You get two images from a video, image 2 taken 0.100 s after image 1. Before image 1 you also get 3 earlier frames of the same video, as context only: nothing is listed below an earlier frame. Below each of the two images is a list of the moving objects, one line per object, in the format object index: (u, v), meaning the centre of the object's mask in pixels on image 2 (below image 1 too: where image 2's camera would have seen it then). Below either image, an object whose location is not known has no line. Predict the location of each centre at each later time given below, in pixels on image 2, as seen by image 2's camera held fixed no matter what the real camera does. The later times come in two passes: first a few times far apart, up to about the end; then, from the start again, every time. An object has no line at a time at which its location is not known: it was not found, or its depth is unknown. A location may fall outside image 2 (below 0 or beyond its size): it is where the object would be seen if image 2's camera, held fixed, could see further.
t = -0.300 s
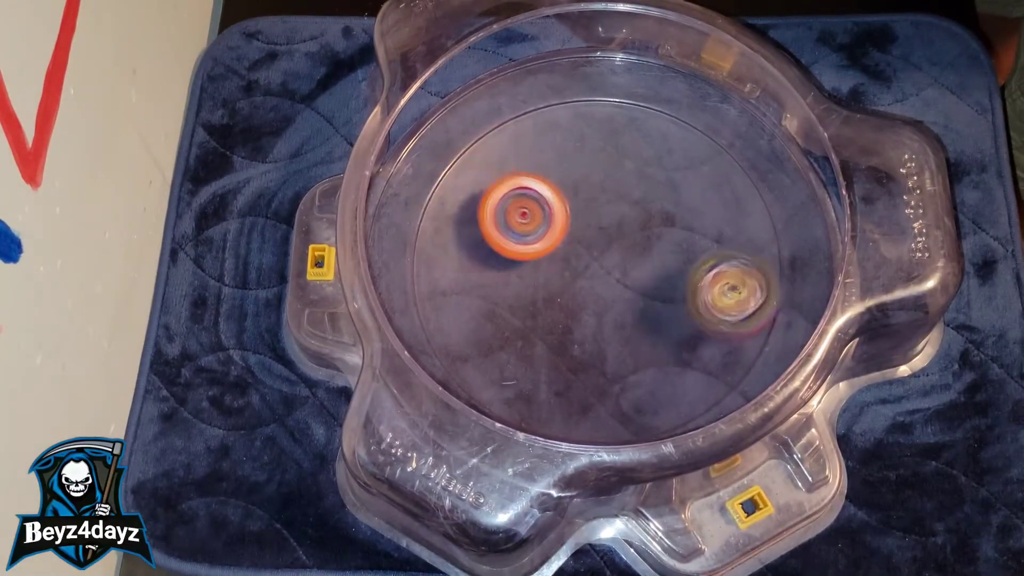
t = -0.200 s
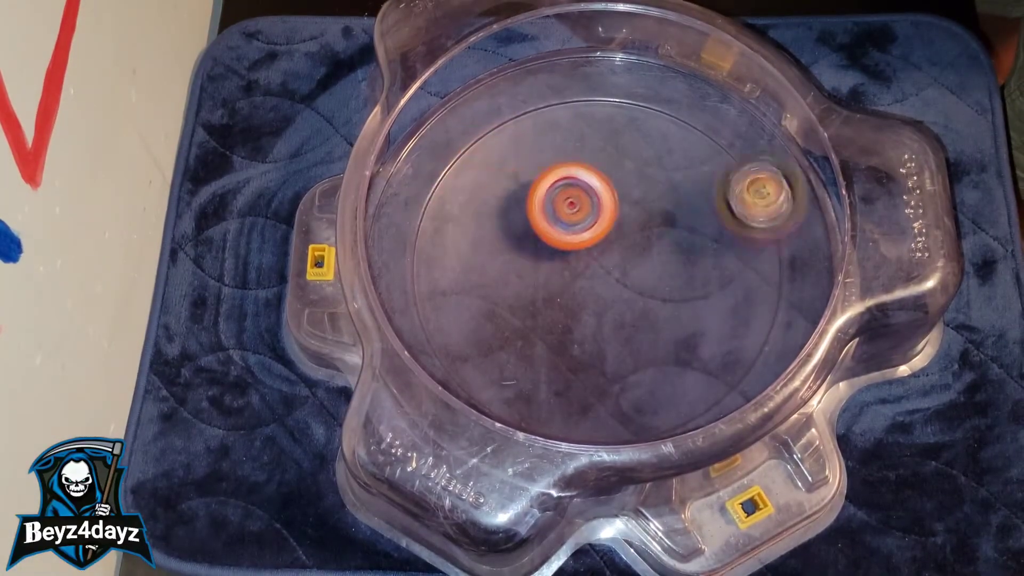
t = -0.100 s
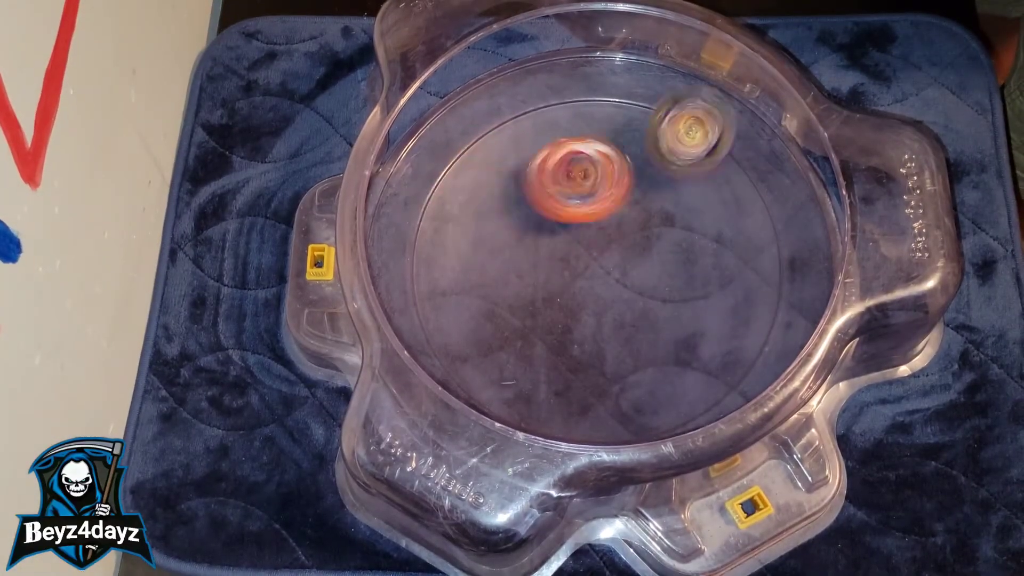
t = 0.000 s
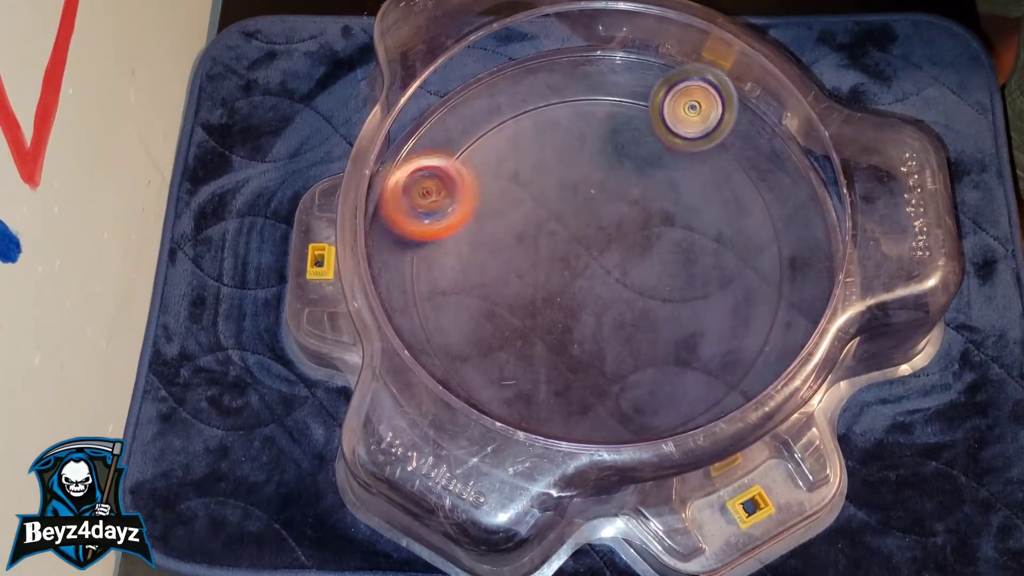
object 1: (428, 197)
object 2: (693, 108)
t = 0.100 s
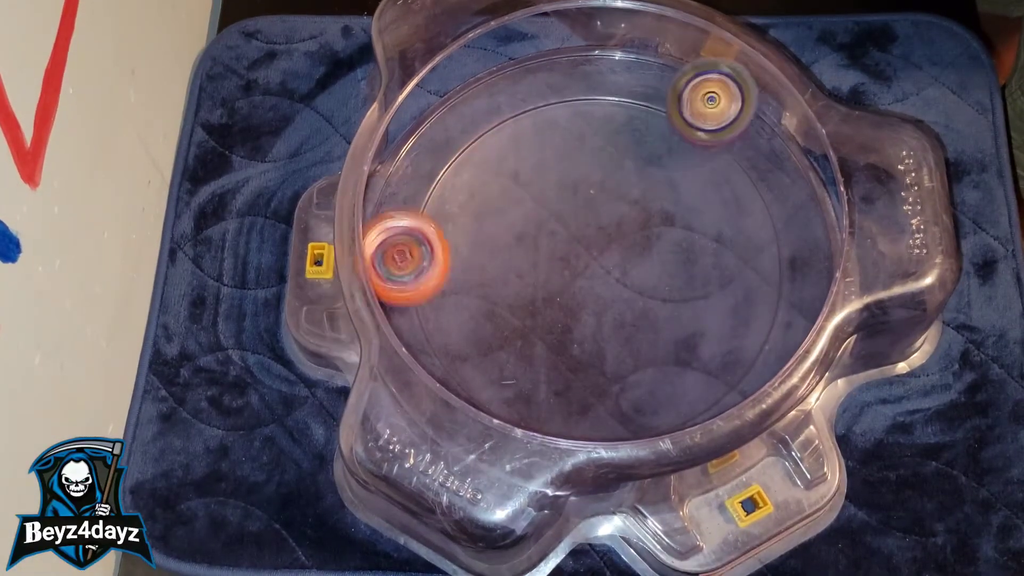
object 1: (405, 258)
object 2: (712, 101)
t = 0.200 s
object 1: (467, 332)
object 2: (724, 108)
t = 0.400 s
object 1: (670, 367)
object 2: (704, 146)
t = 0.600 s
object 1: (770, 232)
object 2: (669, 276)
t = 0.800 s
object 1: (644, 98)
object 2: (753, 293)
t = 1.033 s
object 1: (401, 213)
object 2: (688, 272)
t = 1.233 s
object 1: (451, 399)
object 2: (628, 360)
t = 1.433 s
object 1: (588, 445)
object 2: (681, 383)
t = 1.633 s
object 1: (596, 403)
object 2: (641, 226)
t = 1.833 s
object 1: (613, 308)
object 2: (434, 242)
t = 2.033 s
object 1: (571, 224)
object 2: (485, 364)
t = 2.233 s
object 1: (513, 206)
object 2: (698, 338)
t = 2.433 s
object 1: (472, 235)
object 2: (714, 120)
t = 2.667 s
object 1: (524, 276)
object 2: (442, 107)
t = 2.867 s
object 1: (613, 233)
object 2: (532, 319)
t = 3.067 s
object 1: (638, 182)
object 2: (736, 370)
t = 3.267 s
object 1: (609, 150)
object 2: (809, 224)
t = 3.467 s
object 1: (572, 195)
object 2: (668, 169)
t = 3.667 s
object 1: (414, 326)
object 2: (652, 186)
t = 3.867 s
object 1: (570, 381)
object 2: (626, 277)
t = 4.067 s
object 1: (628, 399)
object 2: (689, 246)
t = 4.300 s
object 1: (674, 333)
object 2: (634, 188)
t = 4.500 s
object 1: (650, 267)
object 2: (531, 231)
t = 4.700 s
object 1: (652, 248)
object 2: (434, 291)
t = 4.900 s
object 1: (588, 237)
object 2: (504, 357)
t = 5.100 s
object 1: (545, 228)
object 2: (636, 328)
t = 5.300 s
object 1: (517, 228)
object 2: (682, 230)
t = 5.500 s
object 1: (547, 252)
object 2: (592, 156)
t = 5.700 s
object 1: (601, 240)
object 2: (493, 219)
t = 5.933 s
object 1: (631, 205)
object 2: (551, 340)
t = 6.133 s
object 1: (616, 201)
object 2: (678, 316)
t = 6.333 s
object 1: (600, 244)
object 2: (685, 203)
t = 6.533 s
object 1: (619, 286)
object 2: (574, 158)
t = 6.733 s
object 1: (646, 291)
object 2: (486, 235)
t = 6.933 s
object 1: (622, 263)
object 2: (533, 339)
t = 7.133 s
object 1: (571, 260)
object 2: (654, 332)
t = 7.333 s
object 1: (539, 276)
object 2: (689, 225)
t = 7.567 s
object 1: (555, 287)
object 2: (581, 154)
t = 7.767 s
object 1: (585, 250)
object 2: (490, 216)
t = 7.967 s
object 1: (584, 212)
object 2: (519, 319)
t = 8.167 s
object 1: (567, 202)
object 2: (638, 338)
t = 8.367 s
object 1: (574, 234)
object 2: (699, 248)
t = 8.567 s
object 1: (613, 258)
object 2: (633, 166)
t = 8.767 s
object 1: (645, 255)
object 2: (527, 183)
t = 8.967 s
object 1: (636, 240)
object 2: (493, 279)
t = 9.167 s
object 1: (593, 255)
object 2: (574, 348)
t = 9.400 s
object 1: (564, 245)
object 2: (690, 350)
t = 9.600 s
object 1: (553, 255)
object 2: (696, 260)
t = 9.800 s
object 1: (556, 271)
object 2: (633, 170)
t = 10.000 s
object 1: (544, 290)
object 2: (582, 107)
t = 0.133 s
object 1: (418, 284)
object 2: (721, 100)
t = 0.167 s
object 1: (439, 310)
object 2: (723, 103)
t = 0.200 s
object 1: (467, 332)
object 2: (724, 108)
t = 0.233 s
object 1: (497, 352)
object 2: (726, 114)
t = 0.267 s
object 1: (531, 366)
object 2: (727, 120)
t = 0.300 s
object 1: (566, 376)
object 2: (727, 126)
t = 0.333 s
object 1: (603, 378)
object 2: (726, 133)
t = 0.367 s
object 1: (636, 376)
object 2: (717, 139)
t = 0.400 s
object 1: (670, 367)
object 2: (704, 146)
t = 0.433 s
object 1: (699, 353)
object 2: (686, 160)
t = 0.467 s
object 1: (724, 335)
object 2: (670, 181)
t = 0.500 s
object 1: (744, 313)
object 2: (659, 204)
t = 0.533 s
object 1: (759, 286)
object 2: (656, 229)
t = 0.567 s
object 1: (767, 260)
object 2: (660, 254)
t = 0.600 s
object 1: (770, 232)
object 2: (669, 276)
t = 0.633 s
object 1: (766, 205)
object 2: (686, 297)
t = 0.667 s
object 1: (756, 177)
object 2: (706, 312)
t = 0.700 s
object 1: (740, 149)
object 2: (733, 319)
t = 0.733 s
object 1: (713, 128)
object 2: (758, 317)
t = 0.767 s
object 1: (681, 110)
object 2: (760, 306)
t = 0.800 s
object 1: (644, 98)
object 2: (753, 293)
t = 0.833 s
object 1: (602, 92)
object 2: (752, 286)
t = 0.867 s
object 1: (560, 93)
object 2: (749, 280)
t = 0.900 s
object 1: (517, 104)
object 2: (744, 275)
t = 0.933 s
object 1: (476, 121)
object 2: (737, 271)
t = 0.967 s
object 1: (442, 148)
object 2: (723, 267)
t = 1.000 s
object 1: (416, 180)
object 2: (707, 267)
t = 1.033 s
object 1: (401, 213)
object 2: (688, 272)
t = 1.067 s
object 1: (396, 248)
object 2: (669, 279)
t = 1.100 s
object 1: (399, 284)
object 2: (651, 294)
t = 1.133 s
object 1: (407, 317)
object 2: (638, 311)
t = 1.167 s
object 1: (419, 347)
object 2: (629, 330)
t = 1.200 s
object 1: (434, 375)
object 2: (627, 345)
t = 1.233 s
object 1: (451, 399)
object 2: (628, 360)
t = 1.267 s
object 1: (471, 422)
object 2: (633, 375)
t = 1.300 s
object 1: (492, 441)
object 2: (642, 387)
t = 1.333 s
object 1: (520, 452)
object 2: (652, 392)
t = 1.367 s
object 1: (552, 455)
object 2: (659, 392)
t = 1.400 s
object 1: (581, 449)
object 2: (663, 391)
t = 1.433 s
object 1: (588, 445)
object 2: (681, 383)
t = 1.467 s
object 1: (586, 443)
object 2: (700, 357)
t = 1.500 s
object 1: (586, 438)
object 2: (709, 332)
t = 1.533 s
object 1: (587, 432)
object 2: (707, 298)
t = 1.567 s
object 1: (590, 425)
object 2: (691, 268)
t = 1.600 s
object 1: (593, 410)
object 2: (669, 247)
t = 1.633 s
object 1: (596, 403)
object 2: (641, 226)
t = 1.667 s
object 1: (601, 392)
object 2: (607, 215)
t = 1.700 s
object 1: (606, 376)
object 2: (569, 209)
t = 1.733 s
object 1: (610, 359)
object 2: (533, 212)
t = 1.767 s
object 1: (613, 343)
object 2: (496, 216)
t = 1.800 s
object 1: (614, 325)
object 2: (461, 228)
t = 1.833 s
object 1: (613, 308)
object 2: (434, 242)
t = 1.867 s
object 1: (609, 290)
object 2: (412, 258)
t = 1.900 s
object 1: (604, 274)
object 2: (419, 279)
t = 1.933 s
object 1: (597, 259)
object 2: (431, 300)
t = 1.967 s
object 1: (589, 245)
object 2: (445, 322)
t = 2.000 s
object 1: (581, 234)
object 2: (462, 341)
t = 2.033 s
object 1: (571, 224)
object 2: (485, 364)
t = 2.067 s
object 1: (562, 216)
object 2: (515, 383)
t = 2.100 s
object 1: (552, 210)
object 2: (550, 393)
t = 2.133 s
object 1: (543, 207)
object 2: (590, 398)
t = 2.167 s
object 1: (532, 205)
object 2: (630, 387)
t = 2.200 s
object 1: (523, 205)
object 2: (667, 365)
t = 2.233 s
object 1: (513, 206)
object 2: (698, 338)
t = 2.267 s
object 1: (503, 209)
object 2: (720, 303)
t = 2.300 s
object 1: (495, 213)
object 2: (739, 265)
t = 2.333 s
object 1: (488, 218)
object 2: (745, 224)
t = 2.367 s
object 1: (481, 223)
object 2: (744, 187)
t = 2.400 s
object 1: (476, 229)
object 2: (736, 152)
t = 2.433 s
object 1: (472, 235)
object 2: (714, 120)
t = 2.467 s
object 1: (469, 242)
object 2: (683, 101)
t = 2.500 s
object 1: (469, 250)
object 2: (649, 81)
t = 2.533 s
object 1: (471, 259)
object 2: (613, 67)
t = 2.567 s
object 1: (479, 267)
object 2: (567, 66)
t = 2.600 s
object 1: (492, 273)
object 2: (526, 74)
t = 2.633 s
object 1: (508, 276)
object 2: (481, 89)
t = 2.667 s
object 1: (524, 276)
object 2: (442, 107)
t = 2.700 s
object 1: (542, 274)
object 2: (429, 130)
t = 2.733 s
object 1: (559, 269)
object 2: (440, 169)
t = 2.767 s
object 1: (575, 262)
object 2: (457, 210)
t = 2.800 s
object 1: (589, 253)
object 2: (477, 251)
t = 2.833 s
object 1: (602, 243)
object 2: (502, 288)
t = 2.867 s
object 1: (613, 233)
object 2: (532, 319)
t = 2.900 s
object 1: (623, 224)
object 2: (566, 347)
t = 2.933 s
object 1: (630, 215)
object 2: (603, 368)
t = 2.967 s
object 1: (635, 207)
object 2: (642, 383)
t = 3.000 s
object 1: (638, 198)
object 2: (679, 388)
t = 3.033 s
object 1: (639, 189)
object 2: (714, 381)
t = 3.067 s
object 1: (638, 182)
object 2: (736, 370)
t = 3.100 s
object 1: (634, 175)
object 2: (759, 352)
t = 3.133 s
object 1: (630, 168)
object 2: (774, 329)
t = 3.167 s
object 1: (626, 163)
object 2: (787, 304)
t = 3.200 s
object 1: (621, 158)
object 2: (798, 280)
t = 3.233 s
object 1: (615, 153)
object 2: (807, 254)
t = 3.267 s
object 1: (609, 150)
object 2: (809, 224)
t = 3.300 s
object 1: (600, 148)
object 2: (806, 191)
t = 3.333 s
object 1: (591, 150)
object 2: (797, 171)
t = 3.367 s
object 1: (583, 157)
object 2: (774, 166)
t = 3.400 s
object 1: (576, 167)
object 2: (745, 165)
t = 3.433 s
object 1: (573, 180)
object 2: (710, 168)
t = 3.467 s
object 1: (572, 195)
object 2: (668, 169)
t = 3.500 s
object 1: (537, 216)
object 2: (663, 169)
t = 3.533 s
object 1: (485, 242)
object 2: (672, 168)
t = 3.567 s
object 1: (437, 266)
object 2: (670, 170)
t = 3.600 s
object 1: (411, 284)
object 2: (665, 174)
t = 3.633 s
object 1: (395, 308)
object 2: (659, 178)
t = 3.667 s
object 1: (414, 326)
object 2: (652, 186)
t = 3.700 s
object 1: (435, 342)
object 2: (643, 198)
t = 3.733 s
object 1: (460, 357)
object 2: (636, 213)
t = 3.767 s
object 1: (488, 367)
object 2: (630, 229)
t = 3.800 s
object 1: (515, 377)
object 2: (626, 243)
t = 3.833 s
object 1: (543, 382)
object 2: (625, 260)
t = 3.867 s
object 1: (570, 381)
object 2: (626, 277)
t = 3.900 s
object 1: (595, 378)
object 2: (629, 291)
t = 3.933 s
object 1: (605, 387)
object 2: (643, 291)
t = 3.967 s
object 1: (610, 396)
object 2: (662, 280)
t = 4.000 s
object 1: (615, 400)
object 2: (674, 269)
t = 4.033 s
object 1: (621, 400)
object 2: (684, 258)
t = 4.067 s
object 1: (628, 399)
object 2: (689, 246)
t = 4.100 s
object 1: (636, 396)
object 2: (691, 233)
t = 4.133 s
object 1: (645, 391)
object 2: (689, 221)
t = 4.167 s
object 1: (654, 384)
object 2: (685, 209)
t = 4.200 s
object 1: (662, 374)
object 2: (676, 199)
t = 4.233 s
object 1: (669, 362)
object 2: (665, 192)
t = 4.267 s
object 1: (673, 348)
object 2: (650, 188)
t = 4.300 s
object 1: (674, 333)
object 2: (634, 188)
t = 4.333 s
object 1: (672, 318)
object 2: (618, 190)
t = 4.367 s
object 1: (666, 303)
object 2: (601, 196)
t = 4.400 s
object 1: (659, 288)
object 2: (585, 205)
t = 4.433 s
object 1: (650, 275)
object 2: (571, 215)
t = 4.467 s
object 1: (641, 264)
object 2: (559, 229)
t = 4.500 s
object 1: (650, 267)
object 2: (531, 231)
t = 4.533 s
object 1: (658, 270)
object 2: (505, 233)
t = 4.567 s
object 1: (661, 270)
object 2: (483, 238)
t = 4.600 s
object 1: (662, 268)
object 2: (461, 250)
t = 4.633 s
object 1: (661, 263)
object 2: (449, 263)
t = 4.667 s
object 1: (658, 255)
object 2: (440, 275)
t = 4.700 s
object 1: (652, 248)
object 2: (434, 291)
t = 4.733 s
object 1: (644, 241)
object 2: (433, 306)
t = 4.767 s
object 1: (634, 236)
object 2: (440, 323)
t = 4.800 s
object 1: (623, 233)
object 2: (451, 335)
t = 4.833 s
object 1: (611, 233)
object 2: (464, 344)
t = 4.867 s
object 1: (599, 234)
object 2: (482, 353)
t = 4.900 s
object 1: (588, 237)
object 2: (504, 357)
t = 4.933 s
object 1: (577, 241)
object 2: (527, 356)
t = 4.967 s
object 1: (567, 247)
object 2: (553, 349)
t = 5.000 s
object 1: (559, 252)
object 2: (574, 340)
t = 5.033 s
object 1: (554, 242)
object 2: (595, 340)
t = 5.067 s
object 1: (550, 234)
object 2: (617, 337)
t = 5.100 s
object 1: (545, 228)
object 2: (636, 328)
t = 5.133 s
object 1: (540, 225)
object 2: (655, 316)
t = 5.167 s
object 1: (534, 223)
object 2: (669, 303)
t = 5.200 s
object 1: (528, 223)
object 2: (678, 285)
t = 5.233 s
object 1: (524, 224)
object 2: (685, 265)
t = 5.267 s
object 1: (520, 225)
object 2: (685, 245)
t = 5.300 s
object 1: (517, 228)
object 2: (682, 230)
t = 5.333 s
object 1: (516, 232)
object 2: (677, 209)
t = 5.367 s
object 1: (518, 237)
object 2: (664, 192)
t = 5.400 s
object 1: (523, 242)
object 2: (649, 177)
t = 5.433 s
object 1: (529, 247)
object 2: (631, 167)
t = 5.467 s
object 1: (537, 250)
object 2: (614, 160)
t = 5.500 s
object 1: (547, 252)
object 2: (592, 156)
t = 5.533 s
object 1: (557, 253)
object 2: (571, 157)
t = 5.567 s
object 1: (565, 252)
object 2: (550, 162)
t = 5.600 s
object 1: (575, 251)
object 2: (532, 173)
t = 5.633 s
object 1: (585, 248)
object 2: (516, 186)
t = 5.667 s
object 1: (594, 244)
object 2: (500, 202)
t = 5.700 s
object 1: (601, 240)
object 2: (493, 219)
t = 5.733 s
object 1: (608, 235)
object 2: (488, 240)
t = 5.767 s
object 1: (615, 230)
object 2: (488, 258)
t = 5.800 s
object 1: (620, 225)
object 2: (492, 280)
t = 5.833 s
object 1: (623, 220)
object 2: (503, 300)
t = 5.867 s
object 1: (627, 215)
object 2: (516, 315)
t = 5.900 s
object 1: (630, 210)
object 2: (531, 330)
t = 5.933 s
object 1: (631, 205)
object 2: (551, 340)
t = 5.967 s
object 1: (631, 201)
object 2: (575, 346)
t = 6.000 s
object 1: (630, 198)
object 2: (597, 349)
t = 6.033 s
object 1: (627, 197)
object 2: (618, 348)
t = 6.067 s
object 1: (624, 196)
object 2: (640, 340)
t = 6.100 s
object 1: (620, 198)
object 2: (662, 329)
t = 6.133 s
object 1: (616, 201)
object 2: (678, 316)
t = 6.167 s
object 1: (611, 205)
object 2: (691, 299)
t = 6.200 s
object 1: (607, 211)
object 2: (698, 279)
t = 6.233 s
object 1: (603, 218)
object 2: (702, 261)
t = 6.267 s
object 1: (601, 227)
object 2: (702, 242)
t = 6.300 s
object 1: (600, 236)
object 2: (696, 221)
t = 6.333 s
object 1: (600, 244)
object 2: (685, 203)
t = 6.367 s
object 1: (601, 253)
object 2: (673, 188)
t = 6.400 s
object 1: (604, 261)
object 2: (657, 174)
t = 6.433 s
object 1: (607, 268)
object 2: (637, 164)
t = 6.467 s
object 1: (609, 275)
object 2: (616, 159)
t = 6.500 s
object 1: (614, 281)
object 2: (597, 158)
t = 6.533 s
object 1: (619, 286)
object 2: (574, 158)
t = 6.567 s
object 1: (624, 290)
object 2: (553, 165)
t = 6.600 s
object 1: (629, 293)
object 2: (534, 174)
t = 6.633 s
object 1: (635, 294)
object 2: (519, 186)
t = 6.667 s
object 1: (638, 295)
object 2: (502, 202)
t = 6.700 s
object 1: (643, 294)
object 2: (492, 216)
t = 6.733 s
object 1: (646, 291)
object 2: (486, 235)
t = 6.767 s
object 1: (648, 287)
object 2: (484, 255)
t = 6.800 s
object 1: (647, 282)
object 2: (486, 278)
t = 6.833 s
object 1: (643, 276)
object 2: (494, 296)
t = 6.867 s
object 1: (637, 271)
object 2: (502, 312)
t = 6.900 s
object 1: (630, 267)
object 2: (516, 328)
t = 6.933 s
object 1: (622, 263)
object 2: (533, 339)
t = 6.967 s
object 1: (614, 261)
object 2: (554, 348)
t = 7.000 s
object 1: (605, 259)
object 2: (575, 353)
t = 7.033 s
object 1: (596, 259)
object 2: (596, 354)
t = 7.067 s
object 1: (587, 258)
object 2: (616, 351)
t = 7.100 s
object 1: (579, 259)
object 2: (637, 343)
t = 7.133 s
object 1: (571, 260)
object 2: (654, 332)
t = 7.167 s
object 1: (564, 261)
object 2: (671, 319)
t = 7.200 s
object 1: (557, 263)
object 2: (684, 300)
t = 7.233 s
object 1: (551, 266)
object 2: (691, 282)
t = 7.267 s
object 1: (545, 269)
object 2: (695, 262)
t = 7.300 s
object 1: (541, 273)
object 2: (695, 245)
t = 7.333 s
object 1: (539, 276)
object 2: (689, 225)
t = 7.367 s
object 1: (536, 278)
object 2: (681, 207)
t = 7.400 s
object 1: (535, 283)
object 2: (672, 192)
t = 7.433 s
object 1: (536, 285)
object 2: (656, 178)
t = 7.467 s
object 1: (539, 288)
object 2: (638, 167)
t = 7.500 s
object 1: (544, 289)
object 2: (621, 161)
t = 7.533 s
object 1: (549, 288)
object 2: (602, 156)
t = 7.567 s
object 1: (555, 287)
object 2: (581, 154)
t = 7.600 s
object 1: (562, 283)
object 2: (561, 159)
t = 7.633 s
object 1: (568, 278)
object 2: (545, 163)
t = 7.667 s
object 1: (574, 272)
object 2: (524, 174)
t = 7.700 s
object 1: (579, 265)
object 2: (511, 186)
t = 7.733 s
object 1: (582, 258)
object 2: (501, 199)
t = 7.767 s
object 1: (585, 250)
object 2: (490, 216)
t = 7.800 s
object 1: (586, 243)
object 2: (486, 235)
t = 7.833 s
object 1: (588, 236)
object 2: (485, 252)
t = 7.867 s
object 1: (587, 229)
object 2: (488, 272)
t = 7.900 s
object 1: (586, 223)
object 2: (495, 290)
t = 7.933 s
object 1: (585, 217)
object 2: (505, 305)
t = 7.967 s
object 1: (584, 212)
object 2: (519, 319)
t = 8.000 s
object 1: (581, 207)
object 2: (535, 331)
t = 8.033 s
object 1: (577, 203)
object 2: (556, 340)
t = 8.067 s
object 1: (575, 201)
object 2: (576, 345)
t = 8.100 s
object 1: (572, 200)
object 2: (597, 346)
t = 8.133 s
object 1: (570, 200)
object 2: (618, 344)
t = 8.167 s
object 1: (567, 202)
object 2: (638, 338)
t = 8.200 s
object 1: (565, 205)
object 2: (656, 329)
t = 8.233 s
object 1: (564, 210)
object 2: (672, 316)
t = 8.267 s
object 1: (565, 216)
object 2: (684, 301)
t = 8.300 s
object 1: (567, 221)
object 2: (693, 284)
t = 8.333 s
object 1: (569, 228)
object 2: (698, 266)
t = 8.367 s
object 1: (574, 234)
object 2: (699, 248)
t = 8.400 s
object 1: (579, 240)
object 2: (695, 231)
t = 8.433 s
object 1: (586, 245)
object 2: (689, 213)
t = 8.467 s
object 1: (591, 250)
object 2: (679, 197)
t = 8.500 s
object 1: (599, 254)
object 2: (666, 186)
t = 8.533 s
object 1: (606, 256)
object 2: (652, 175)
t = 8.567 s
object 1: (613, 258)
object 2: (633, 166)
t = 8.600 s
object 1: (620, 260)
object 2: (616, 163)
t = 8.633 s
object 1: (626, 261)
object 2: (598, 160)
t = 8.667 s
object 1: (633, 260)
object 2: (578, 161)
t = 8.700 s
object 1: (639, 259)
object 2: (560, 166)
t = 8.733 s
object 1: (644, 256)
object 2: (544, 173)
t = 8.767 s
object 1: (645, 255)
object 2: (527, 183)
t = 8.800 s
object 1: (648, 252)
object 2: (514, 197)
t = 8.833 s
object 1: (650, 250)
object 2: (501, 210)
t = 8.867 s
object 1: (649, 246)
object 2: (494, 229)
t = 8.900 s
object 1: (645, 243)
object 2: (491, 243)
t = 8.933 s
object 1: (641, 242)
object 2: (490, 261)
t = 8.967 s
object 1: (636, 240)
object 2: (493, 279)
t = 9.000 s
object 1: (629, 240)
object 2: (501, 296)
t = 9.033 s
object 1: (621, 241)
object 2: (509, 311)
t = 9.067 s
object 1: (613, 243)
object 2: (522, 324)
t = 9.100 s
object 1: (606, 246)
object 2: (537, 335)
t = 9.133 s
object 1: (599, 250)
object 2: (555, 343)
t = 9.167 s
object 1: (593, 255)
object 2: (574, 348)
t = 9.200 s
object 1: (589, 258)
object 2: (593, 351)
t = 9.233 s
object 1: (586, 255)
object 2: (610, 358)
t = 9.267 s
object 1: (582, 252)
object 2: (627, 362)
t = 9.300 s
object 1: (577, 250)
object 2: (643, 364)
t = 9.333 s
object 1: (573, 247)
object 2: (659, 362)
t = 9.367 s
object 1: (569, 245)
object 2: (675, 359)
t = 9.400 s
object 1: (564, 245)
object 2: (690, 350)
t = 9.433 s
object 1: (560, 244)
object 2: (700, 339)
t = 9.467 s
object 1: (557, 245)
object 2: (709, 325)
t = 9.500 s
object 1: (553, 247)
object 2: (711, 312)
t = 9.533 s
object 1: (552, 249)
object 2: (710, 291)
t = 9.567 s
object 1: (551, 253)
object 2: (703, 274)
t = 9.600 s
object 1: (553, 255)
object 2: (696, 260)
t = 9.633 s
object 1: (557, 260)
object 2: (683, 245)
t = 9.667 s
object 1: (561, 261)
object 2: (669, 233)
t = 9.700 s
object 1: (568, 263)
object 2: (655, 219)
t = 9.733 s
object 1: (571, 263)
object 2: (638, 204)
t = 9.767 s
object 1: (563, 267)
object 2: (635, 189)
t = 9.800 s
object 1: (556, 271)
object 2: (633, 170)
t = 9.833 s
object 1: (552, 275)
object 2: (627, 155)
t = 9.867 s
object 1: (549, 279)
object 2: (620, 140)
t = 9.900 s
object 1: (545, 282)
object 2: (612, 126)
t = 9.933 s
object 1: (544, 285)
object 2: (603, 115)
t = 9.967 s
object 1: (545, 288)
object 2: (593, 108)
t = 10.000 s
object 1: (544, 290)
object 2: (582, 107)
